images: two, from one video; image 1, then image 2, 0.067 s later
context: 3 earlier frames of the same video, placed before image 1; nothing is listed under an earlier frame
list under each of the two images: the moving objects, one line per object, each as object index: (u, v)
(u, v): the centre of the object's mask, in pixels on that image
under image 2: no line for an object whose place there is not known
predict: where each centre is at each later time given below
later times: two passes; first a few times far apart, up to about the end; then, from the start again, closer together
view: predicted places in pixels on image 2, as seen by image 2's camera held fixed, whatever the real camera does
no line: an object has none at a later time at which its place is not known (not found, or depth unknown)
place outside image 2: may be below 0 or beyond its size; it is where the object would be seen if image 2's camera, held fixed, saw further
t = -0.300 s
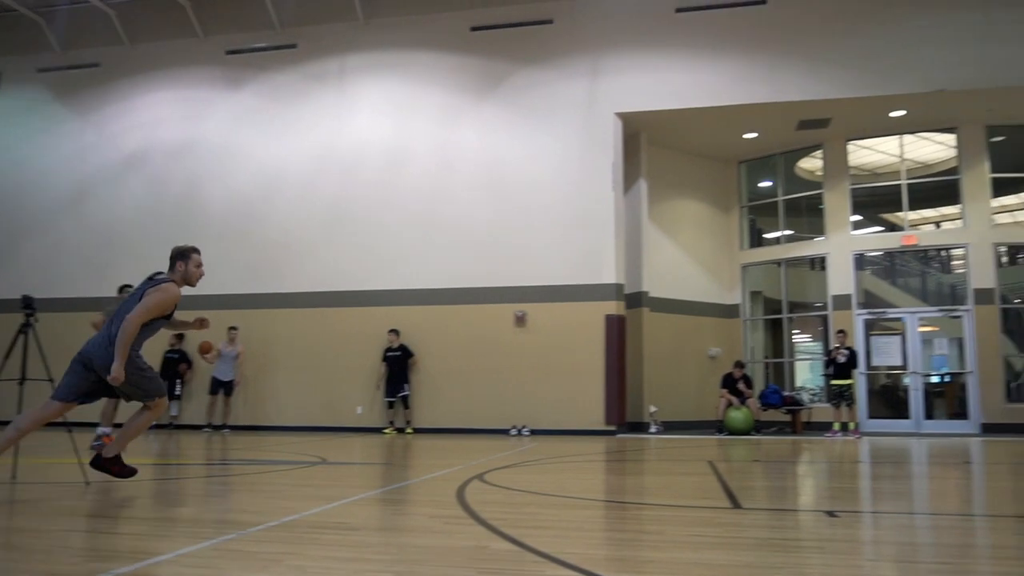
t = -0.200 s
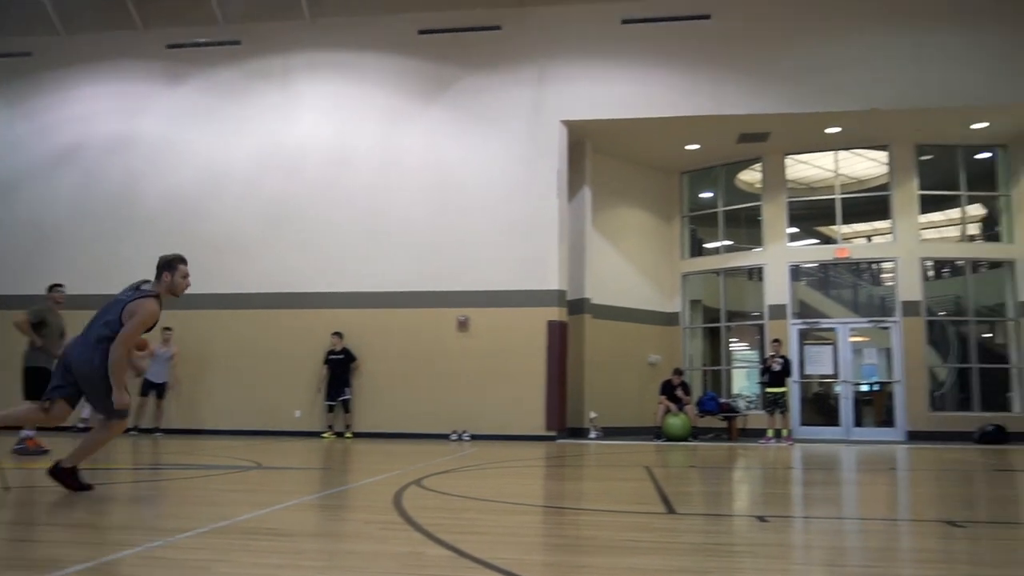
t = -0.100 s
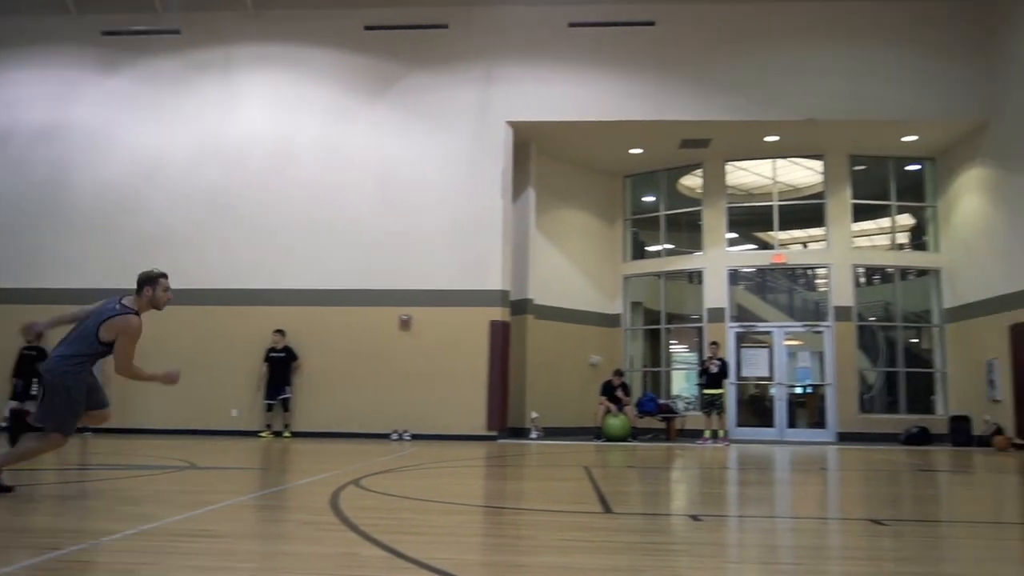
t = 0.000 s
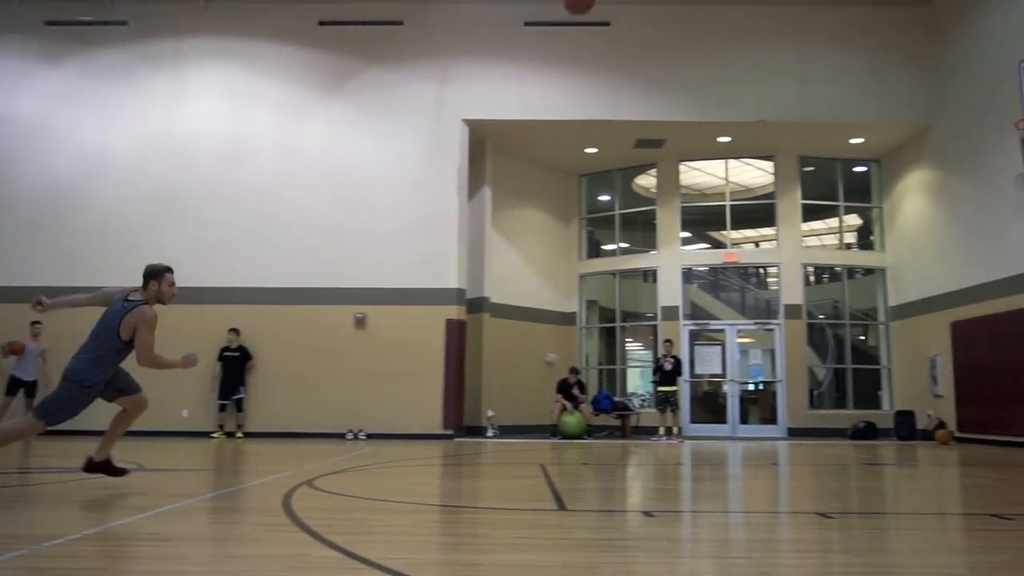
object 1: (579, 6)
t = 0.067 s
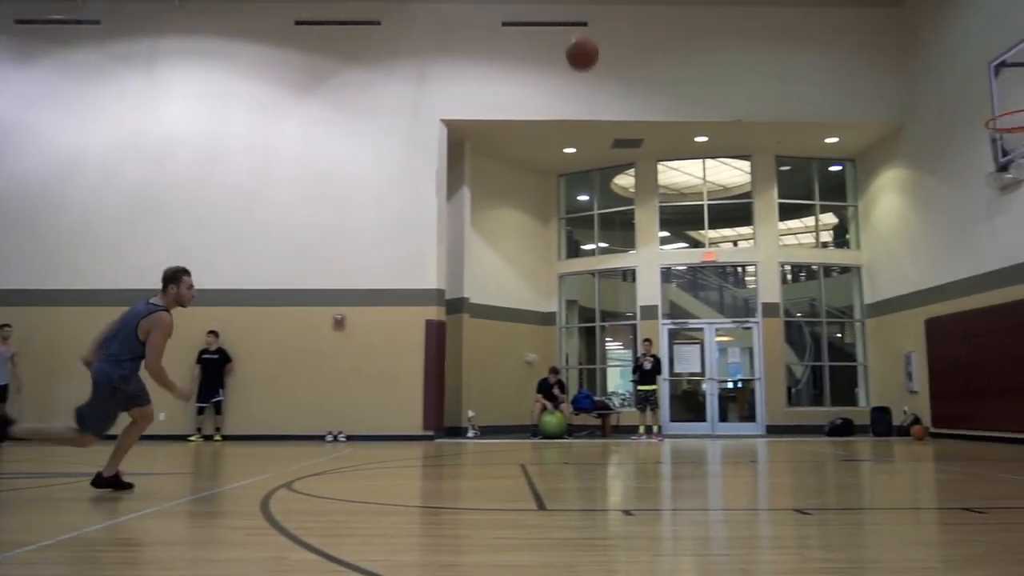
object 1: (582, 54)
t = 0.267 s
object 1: (655, 250)
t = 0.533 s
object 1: (728, 405)
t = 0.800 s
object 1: (748, 233)
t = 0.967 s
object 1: (762, 176)
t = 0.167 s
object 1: (620, 146)
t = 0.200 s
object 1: (632, 179)
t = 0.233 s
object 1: (645, 213)
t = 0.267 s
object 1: (655, 250)
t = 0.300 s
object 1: (668, 285)
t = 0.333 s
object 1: (679, 323)
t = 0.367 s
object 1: (692, 363)
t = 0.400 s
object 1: (702, 403)
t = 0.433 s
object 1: (715, 444)
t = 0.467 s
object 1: (722, 462)
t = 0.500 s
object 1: (725, 433)
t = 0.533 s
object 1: (728, 405)
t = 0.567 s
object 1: (731, 378)
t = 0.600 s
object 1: (733, 352)
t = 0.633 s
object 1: (735, 327)
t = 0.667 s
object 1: (738, 305)
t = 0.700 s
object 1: (740, 284)
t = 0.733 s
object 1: (742, 266)
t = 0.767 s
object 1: (745, 249)
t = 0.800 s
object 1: (748, 233)
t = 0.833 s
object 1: (750, 218)
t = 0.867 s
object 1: (753, 206)
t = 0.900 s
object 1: (755, 195)
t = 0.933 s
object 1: (759, 184)
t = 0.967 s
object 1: (762, 176)
